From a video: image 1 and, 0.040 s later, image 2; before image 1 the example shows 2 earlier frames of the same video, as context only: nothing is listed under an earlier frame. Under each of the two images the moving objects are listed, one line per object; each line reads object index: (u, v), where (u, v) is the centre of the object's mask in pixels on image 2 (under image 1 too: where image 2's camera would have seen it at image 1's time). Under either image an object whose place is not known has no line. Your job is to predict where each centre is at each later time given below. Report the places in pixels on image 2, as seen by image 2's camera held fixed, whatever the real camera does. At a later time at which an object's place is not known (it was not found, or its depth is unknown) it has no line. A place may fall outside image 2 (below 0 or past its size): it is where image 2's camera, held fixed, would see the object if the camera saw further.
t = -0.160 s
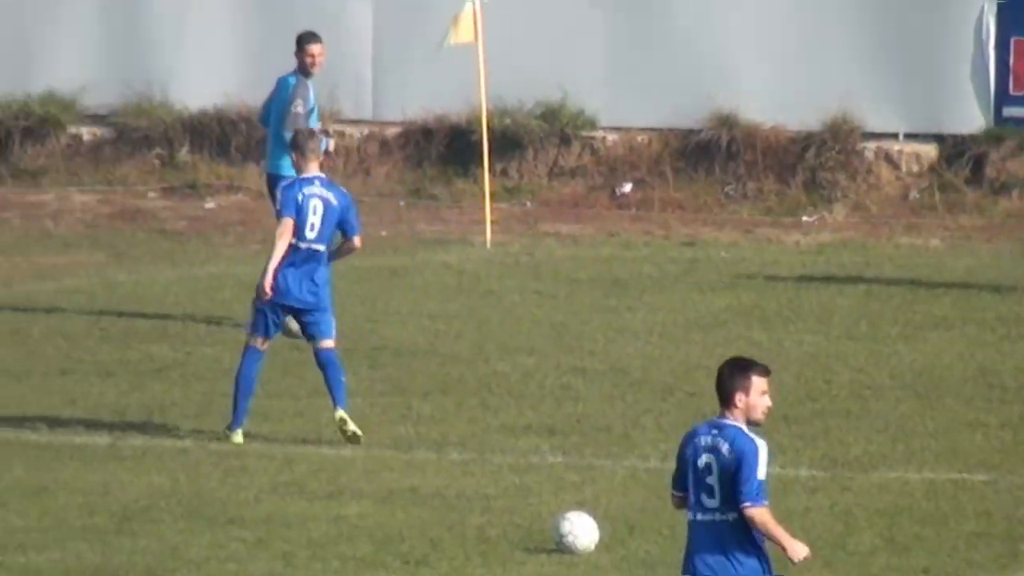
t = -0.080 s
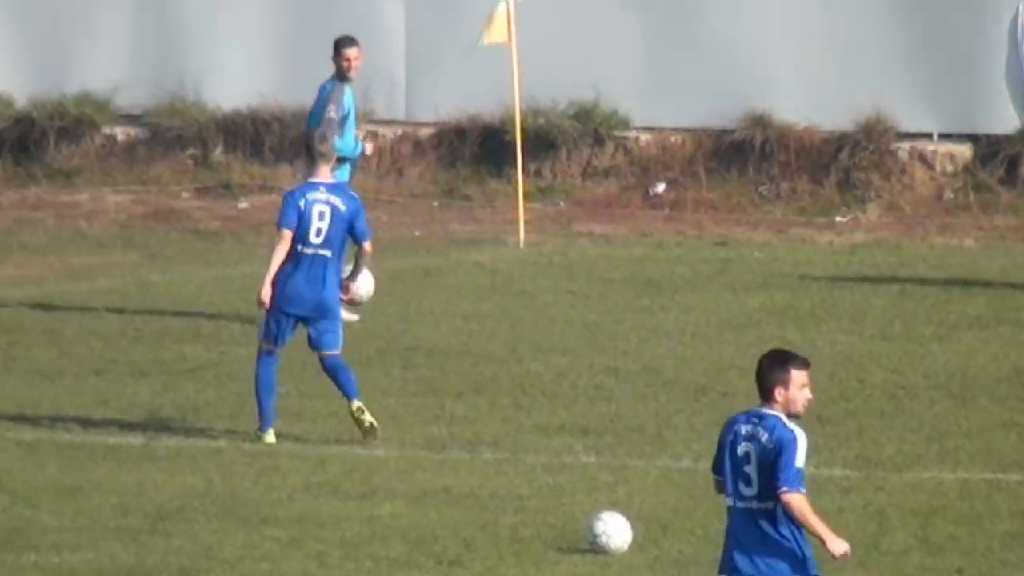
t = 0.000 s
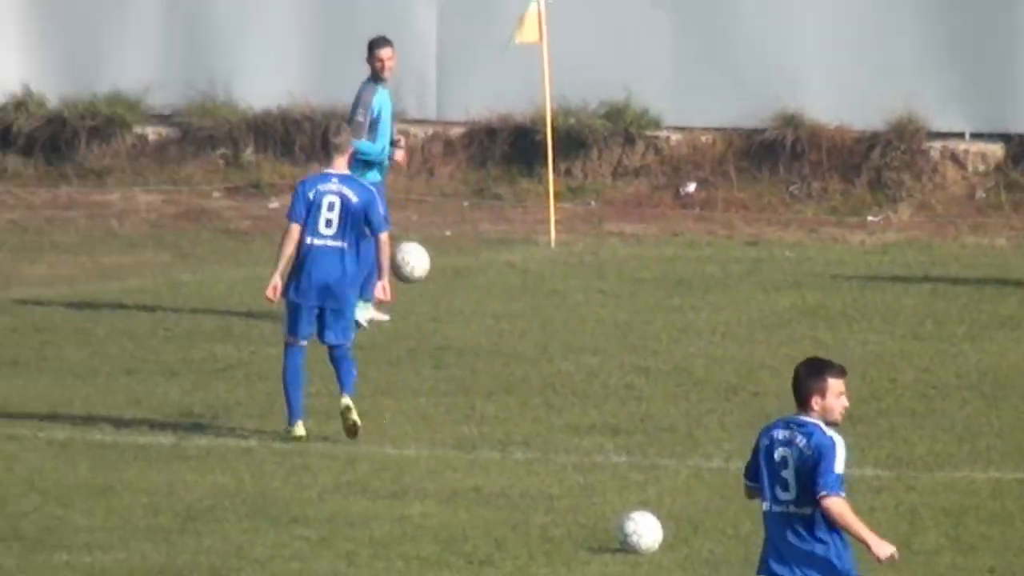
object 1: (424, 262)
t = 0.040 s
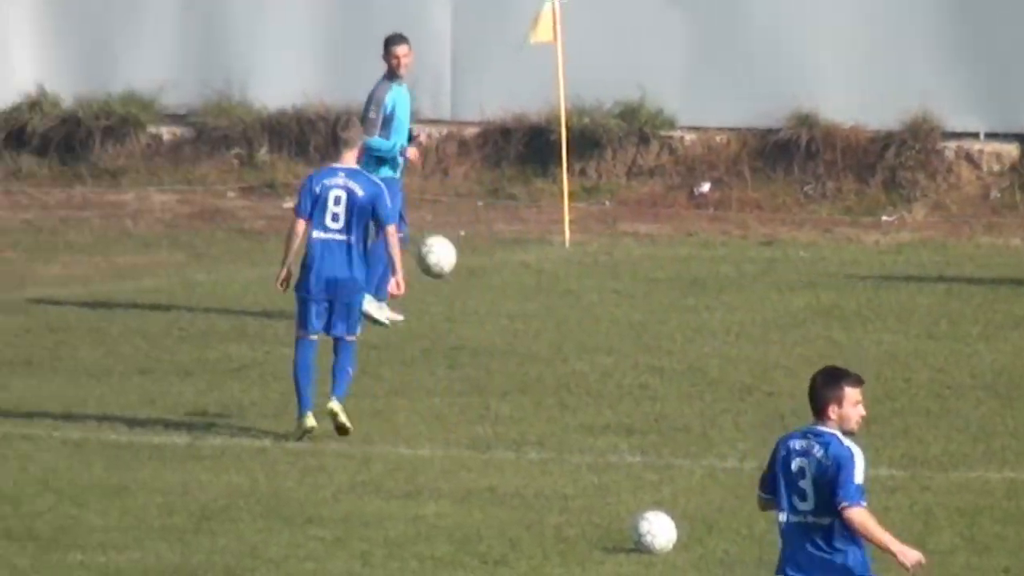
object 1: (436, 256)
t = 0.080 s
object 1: (450, 252)
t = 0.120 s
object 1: (463, 251)
